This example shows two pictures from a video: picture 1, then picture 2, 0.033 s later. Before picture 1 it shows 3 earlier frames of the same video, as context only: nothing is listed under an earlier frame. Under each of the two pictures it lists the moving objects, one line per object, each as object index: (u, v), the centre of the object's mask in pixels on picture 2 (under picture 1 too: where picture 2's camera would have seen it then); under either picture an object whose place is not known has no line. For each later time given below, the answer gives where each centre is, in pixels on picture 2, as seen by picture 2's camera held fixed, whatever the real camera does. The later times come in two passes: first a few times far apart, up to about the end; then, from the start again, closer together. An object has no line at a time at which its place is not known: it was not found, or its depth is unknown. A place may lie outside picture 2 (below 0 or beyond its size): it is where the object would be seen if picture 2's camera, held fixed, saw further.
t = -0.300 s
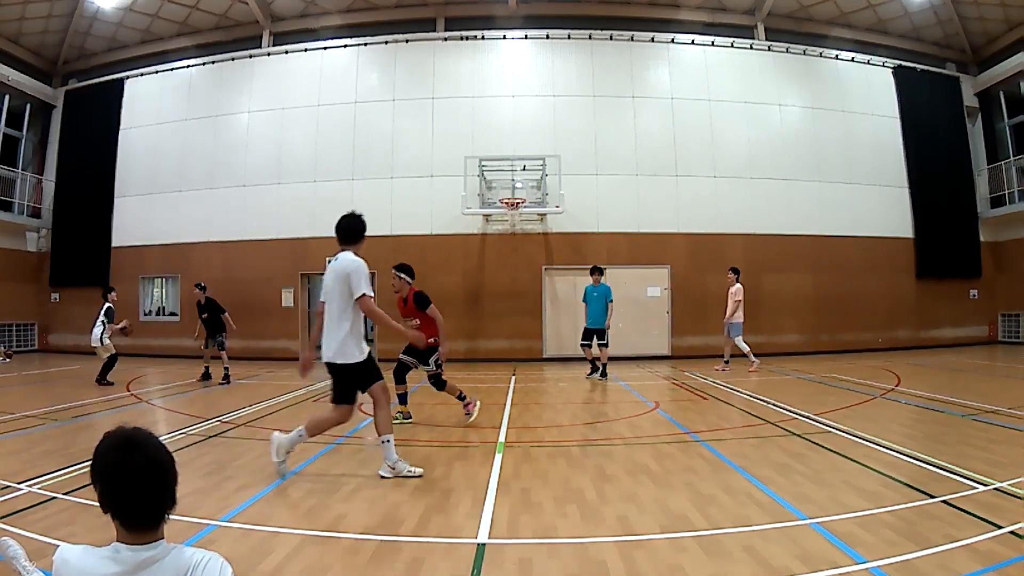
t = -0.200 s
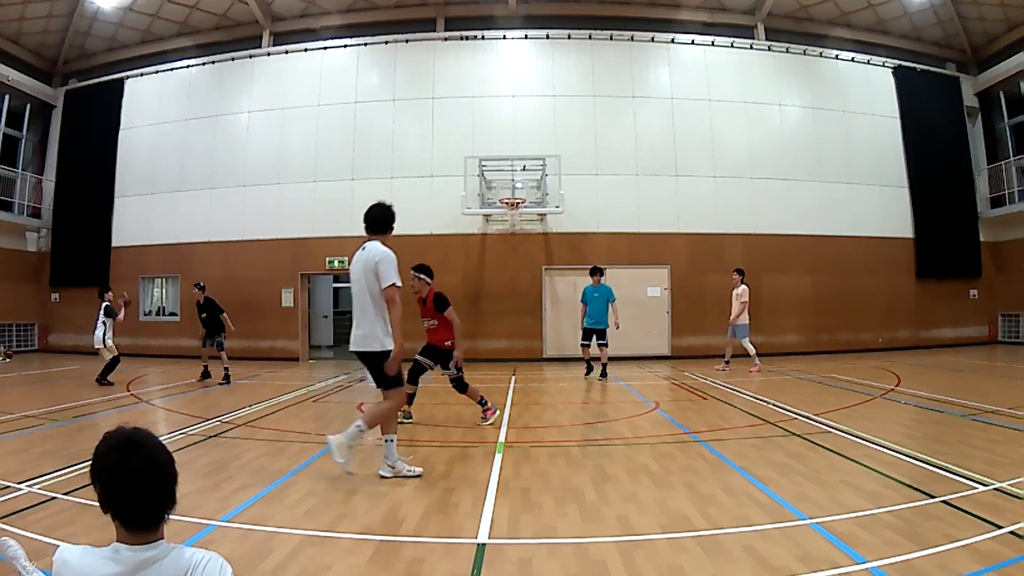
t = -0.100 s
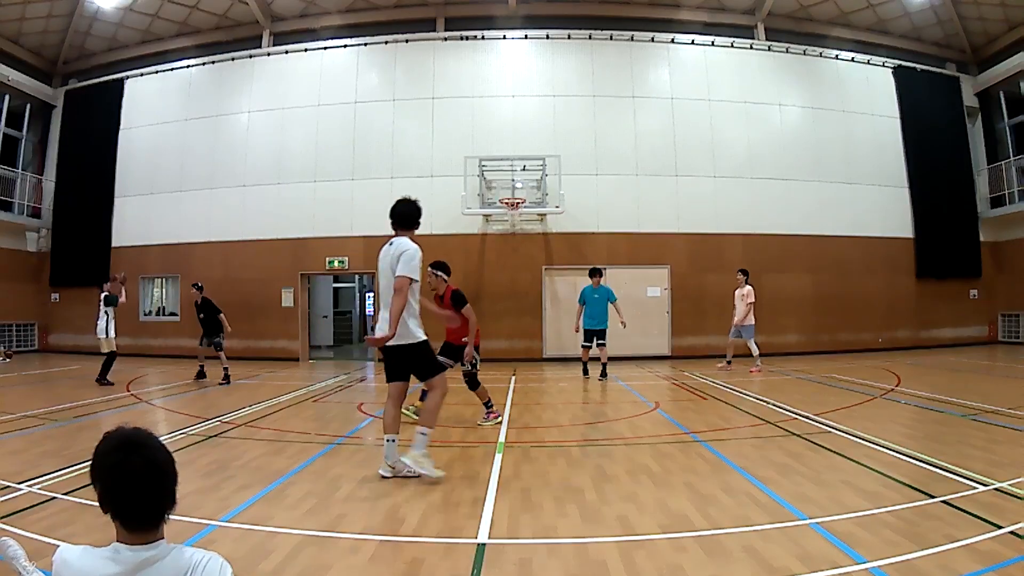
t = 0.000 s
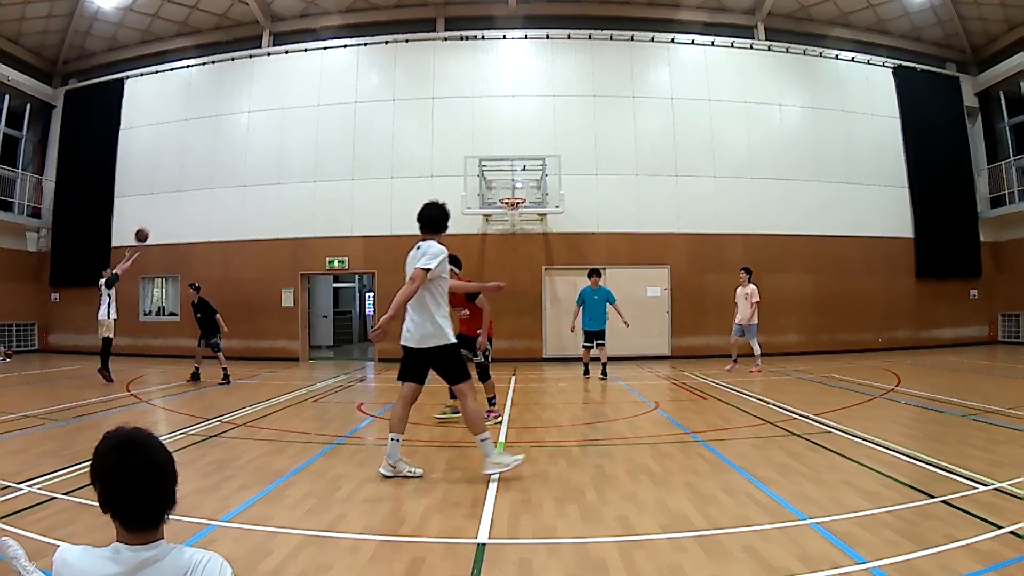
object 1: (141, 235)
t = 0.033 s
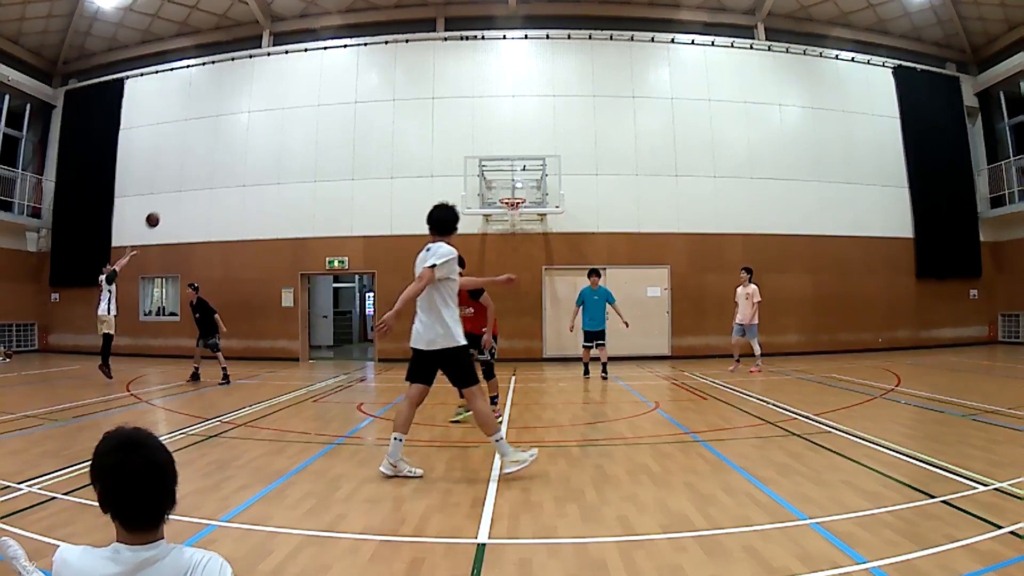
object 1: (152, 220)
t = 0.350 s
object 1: (255, 117)
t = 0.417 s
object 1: (276, 105)
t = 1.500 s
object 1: (508, 206)
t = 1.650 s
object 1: (504, 210)
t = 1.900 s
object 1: (516, 238)
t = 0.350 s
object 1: (255, 117)
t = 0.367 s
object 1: (261, 114)
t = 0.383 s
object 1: (266, 110)
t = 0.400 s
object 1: (272, 107)
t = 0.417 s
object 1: (276, 105)
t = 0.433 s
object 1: (281, 102)
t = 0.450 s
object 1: (287, 100)
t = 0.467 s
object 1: (292, 98)
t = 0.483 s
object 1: (297, 96)
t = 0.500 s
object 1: (301, 94)
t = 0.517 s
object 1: (306, 92)
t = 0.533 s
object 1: (311, 91)
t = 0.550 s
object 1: (316, 89)
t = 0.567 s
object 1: (321, 88)
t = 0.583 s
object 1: (325, 87)
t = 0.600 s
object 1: (330, 86)
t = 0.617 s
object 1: (335, 86)
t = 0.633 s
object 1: (339, 85)
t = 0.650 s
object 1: (344, 85)
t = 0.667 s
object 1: (348, 85)
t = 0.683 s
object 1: (353, 85)
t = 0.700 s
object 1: (357, 85)
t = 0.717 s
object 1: (361, 85)
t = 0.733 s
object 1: (366, 85)
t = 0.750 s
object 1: (370, 86)
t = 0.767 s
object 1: (375, 86)
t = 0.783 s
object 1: (379, 87)
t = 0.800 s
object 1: (383, 88)
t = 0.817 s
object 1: (388, 89)
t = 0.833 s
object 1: (392, 91)
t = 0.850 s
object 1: (396, 92)
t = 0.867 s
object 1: (400, 93)
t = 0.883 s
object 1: (404, 95)
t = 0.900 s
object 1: (409, 97)
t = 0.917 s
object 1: (413, 99)
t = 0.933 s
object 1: (417, 101)
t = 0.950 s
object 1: (421, 103)
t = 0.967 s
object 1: (425, 105)
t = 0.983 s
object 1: (429, 108)
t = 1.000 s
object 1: (433, 110)
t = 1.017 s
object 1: (437, 113)
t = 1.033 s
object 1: (441, 116)
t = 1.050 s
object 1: (445, 119)
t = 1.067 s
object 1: (448, 122)
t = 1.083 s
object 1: (453, 125)
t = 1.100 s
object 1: (457, 129)
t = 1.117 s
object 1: (460, 132)
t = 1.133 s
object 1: (464, 136)
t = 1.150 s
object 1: (468, 140)
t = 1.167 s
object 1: (472, 144)
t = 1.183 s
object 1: (476, 148)
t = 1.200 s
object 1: (479, 152)
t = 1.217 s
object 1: (483, 156)
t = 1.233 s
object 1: (486, 160)
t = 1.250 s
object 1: (490, 165)
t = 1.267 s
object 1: (494, 170)
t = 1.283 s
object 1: (498, 174)
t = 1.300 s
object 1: (501, 179)
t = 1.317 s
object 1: (504, 184)
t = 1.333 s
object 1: (507, 187)
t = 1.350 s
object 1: (509, 189)
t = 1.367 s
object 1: (511, 193)
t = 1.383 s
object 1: (514, 195)
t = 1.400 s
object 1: (516, 197)
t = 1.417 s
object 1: (518, 199)
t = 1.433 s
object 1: (519, 201)
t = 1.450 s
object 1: (517, 202)
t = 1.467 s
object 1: (515, 204)
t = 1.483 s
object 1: (509, 205)
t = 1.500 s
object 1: (508, 206)
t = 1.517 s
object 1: (506, 206)
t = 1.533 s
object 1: (505, 206)
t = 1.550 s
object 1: (504, 207)
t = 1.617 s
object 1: (503, 208)
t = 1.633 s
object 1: (504, 209)
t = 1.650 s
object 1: (504, 210)
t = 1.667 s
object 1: (505, 211)
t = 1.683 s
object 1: (506, 212)
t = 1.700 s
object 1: (507, 213)
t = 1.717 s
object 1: (507, 214)
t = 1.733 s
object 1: (508, 215)
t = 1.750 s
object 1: (509, 218)
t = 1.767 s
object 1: (510, 219)
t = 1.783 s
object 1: (511, 221)
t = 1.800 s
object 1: (512, 223)
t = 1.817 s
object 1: (513, 225)
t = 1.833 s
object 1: (513, 227)
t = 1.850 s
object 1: (514, 230)
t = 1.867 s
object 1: (515, 232)
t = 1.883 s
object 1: (516, 235)
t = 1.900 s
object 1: (516, 238)
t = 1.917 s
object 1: (517, 241)
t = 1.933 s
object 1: (518, 244)
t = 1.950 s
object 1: (519, 248)
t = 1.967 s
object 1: (520, 251)
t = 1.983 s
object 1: (521, 254)
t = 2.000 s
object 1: (522, 258)
